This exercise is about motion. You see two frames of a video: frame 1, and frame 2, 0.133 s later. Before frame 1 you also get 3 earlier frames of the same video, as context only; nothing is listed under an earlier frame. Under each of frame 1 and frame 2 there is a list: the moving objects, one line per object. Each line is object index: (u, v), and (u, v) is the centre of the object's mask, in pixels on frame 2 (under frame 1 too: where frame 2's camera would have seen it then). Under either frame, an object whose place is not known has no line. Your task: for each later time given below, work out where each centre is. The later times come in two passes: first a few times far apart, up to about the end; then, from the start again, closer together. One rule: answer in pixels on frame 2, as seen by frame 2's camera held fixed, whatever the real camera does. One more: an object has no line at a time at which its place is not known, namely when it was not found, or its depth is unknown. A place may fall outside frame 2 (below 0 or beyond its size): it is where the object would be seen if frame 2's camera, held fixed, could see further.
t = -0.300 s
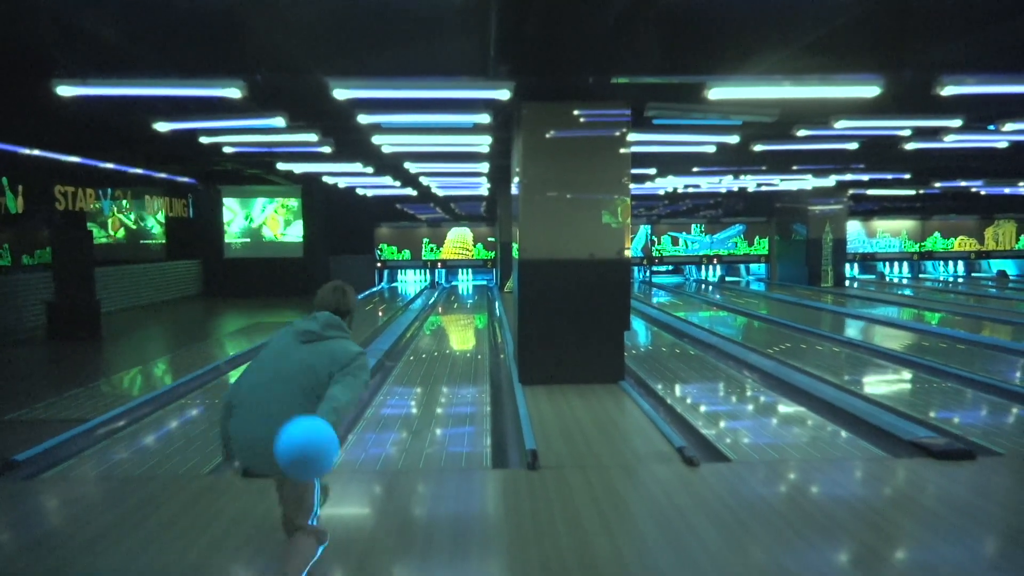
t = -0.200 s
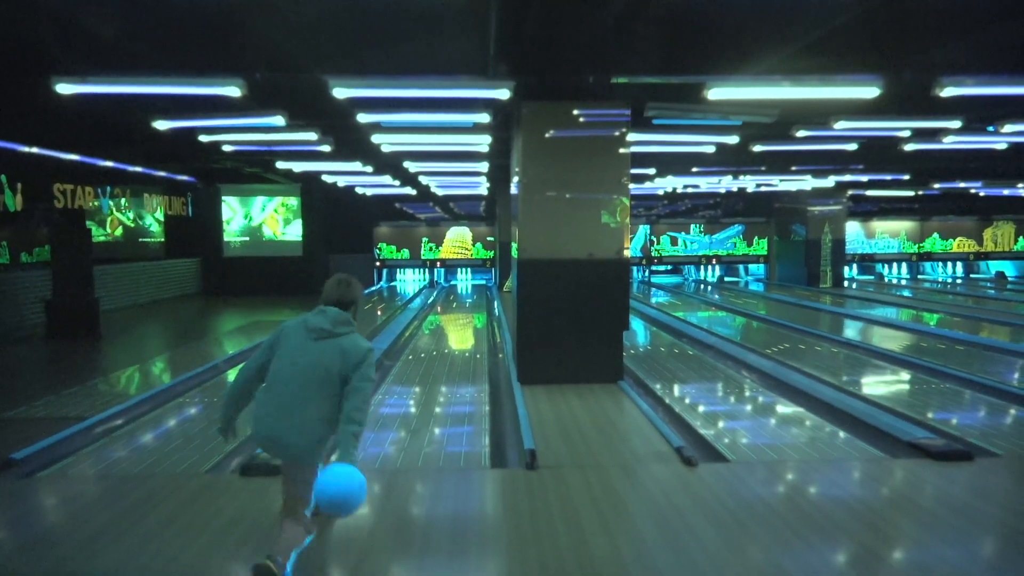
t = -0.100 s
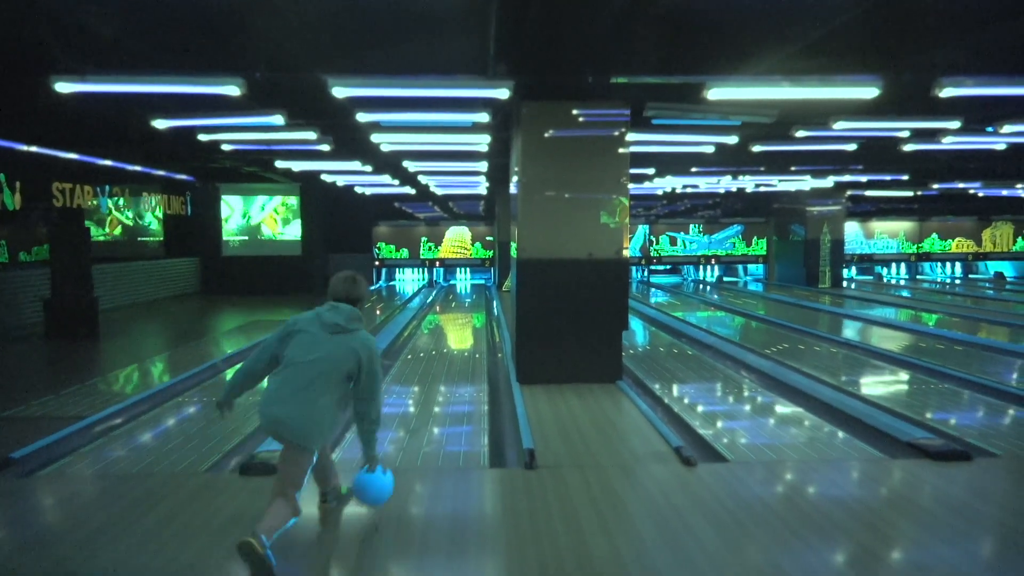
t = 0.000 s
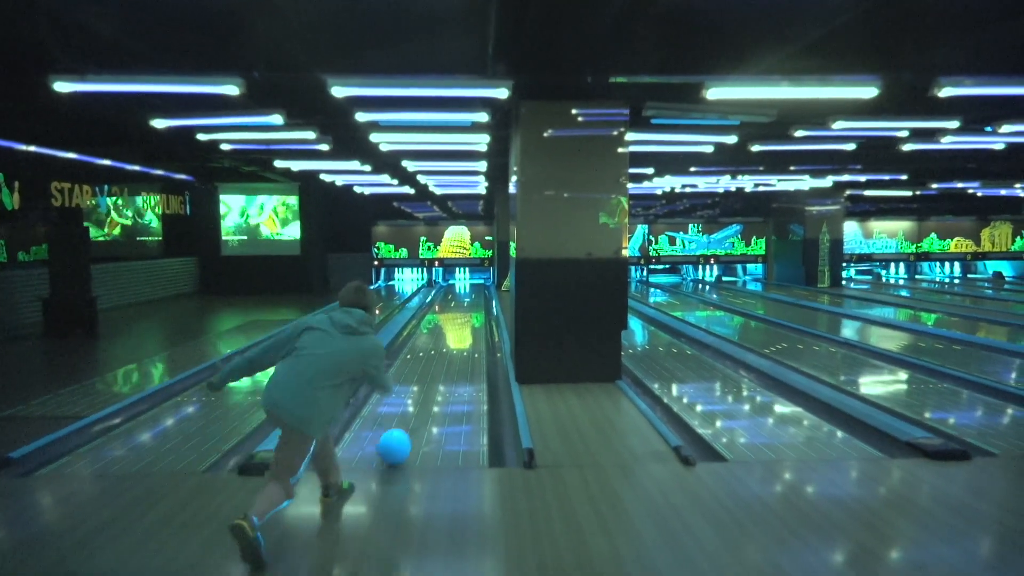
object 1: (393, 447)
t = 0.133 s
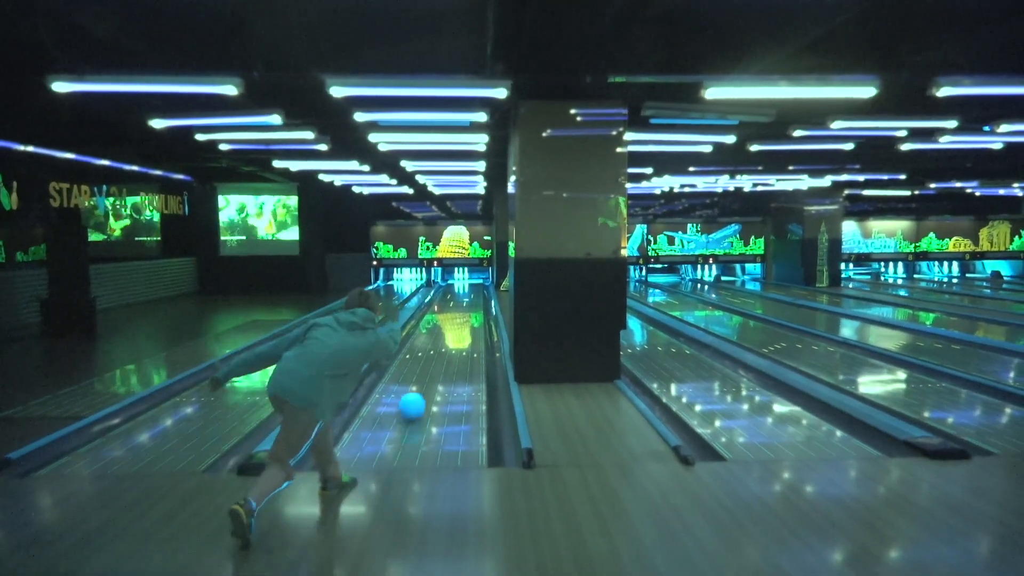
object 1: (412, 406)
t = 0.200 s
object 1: (419, 391)
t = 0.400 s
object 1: (433, 358)
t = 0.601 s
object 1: (442, 337)
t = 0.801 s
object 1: (448, 322)
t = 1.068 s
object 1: (454, 308)
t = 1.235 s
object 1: (457, 301)
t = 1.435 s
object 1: (459, 295)
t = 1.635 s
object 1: (461, 292)
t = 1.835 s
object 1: (462, 286)
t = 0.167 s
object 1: (416, 398)
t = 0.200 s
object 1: (419, 391)
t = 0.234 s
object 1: (422, 384)
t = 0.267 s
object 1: (424, 378)
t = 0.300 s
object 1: (427, 373)
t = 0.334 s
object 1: (429, 368)
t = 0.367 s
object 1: (431, 363)
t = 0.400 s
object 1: (433, 358)
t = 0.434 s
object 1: (435, 354)
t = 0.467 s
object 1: (437, 350)
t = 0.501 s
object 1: (438, 347)
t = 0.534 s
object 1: (440, 343)
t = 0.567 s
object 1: (441, 340)
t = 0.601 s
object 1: (442, 337)
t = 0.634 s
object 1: (443, 334)
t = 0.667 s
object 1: (445, 332)
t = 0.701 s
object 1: (446, 329)
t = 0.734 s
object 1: (447, 326)
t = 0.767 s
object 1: (447, 324)
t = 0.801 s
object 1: (448, 322)
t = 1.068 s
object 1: (454, 308)
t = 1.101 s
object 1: (455, 306)
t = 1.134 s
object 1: (455, 305)
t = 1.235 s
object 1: (457, 301)
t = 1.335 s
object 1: (458, 298)
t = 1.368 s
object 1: (458, 297)
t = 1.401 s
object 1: (459, 296)
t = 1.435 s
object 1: (459, 295)
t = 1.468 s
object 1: (460, 295)
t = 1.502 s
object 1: (460, 294)
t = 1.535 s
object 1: (460, 292)
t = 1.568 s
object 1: (461, 292)
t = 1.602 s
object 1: (460, 292)
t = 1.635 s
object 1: (461, 292)
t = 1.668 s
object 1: (461, 291)
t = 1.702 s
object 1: (461, 292)
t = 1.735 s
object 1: (461, 291)
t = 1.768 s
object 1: (462, 287)
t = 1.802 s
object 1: (462, 287)
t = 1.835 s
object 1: (462, 286)
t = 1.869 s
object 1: (463, 285)
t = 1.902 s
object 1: (463, 284)
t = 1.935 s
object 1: (463, 284)
